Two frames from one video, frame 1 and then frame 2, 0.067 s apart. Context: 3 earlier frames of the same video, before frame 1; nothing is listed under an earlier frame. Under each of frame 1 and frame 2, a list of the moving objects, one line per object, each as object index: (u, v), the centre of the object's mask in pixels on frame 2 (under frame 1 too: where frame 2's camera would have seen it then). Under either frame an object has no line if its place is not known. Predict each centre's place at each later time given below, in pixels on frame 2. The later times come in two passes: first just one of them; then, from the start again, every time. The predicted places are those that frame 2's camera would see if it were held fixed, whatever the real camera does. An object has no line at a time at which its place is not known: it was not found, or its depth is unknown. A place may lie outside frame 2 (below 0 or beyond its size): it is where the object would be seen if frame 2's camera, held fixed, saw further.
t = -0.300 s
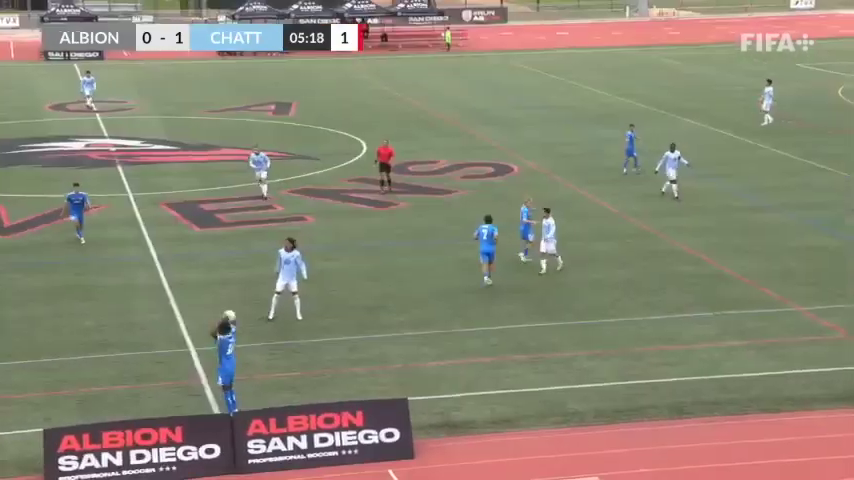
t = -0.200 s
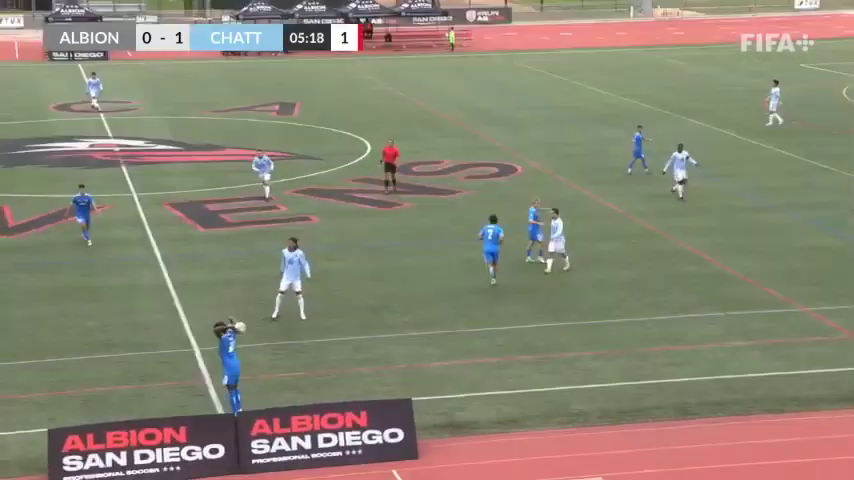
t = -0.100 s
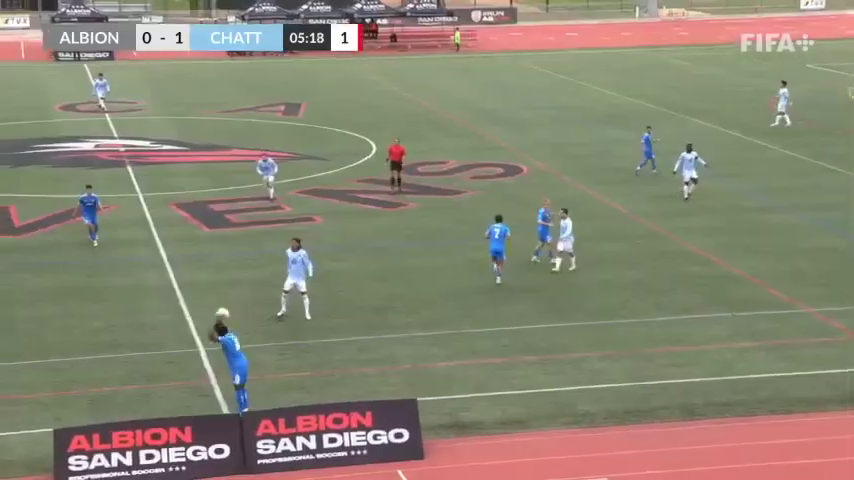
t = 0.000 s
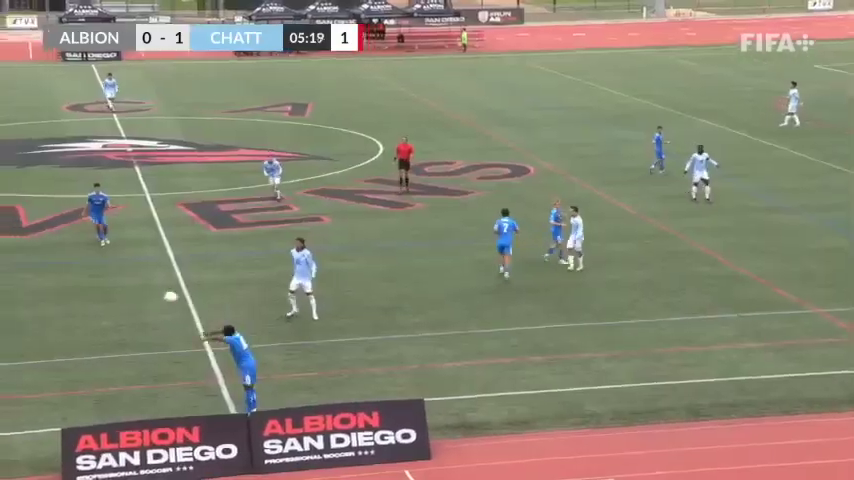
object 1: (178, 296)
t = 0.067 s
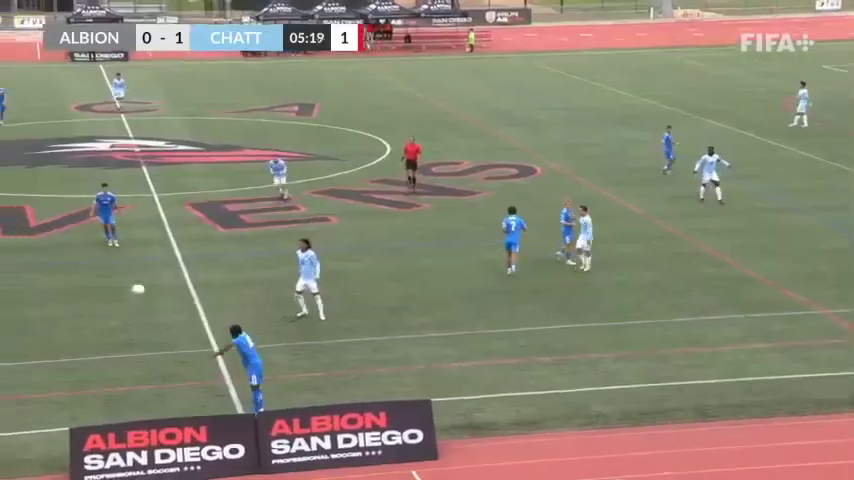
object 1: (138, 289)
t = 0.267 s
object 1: (20, 284)
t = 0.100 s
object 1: (117, 287)
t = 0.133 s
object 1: (98, 285)
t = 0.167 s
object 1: (78, 284)
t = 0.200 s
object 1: (59, 283)
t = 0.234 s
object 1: (39, 283)
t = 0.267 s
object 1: (20, 284)
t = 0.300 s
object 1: (1, 285)
